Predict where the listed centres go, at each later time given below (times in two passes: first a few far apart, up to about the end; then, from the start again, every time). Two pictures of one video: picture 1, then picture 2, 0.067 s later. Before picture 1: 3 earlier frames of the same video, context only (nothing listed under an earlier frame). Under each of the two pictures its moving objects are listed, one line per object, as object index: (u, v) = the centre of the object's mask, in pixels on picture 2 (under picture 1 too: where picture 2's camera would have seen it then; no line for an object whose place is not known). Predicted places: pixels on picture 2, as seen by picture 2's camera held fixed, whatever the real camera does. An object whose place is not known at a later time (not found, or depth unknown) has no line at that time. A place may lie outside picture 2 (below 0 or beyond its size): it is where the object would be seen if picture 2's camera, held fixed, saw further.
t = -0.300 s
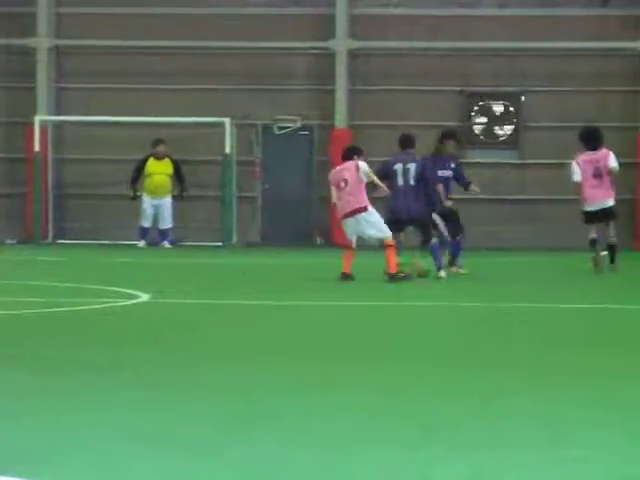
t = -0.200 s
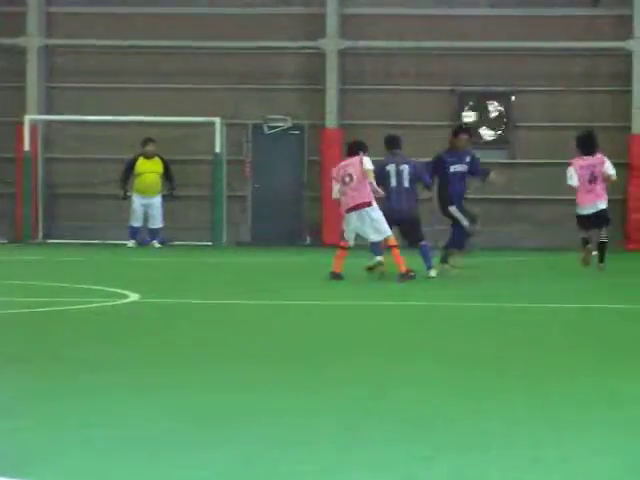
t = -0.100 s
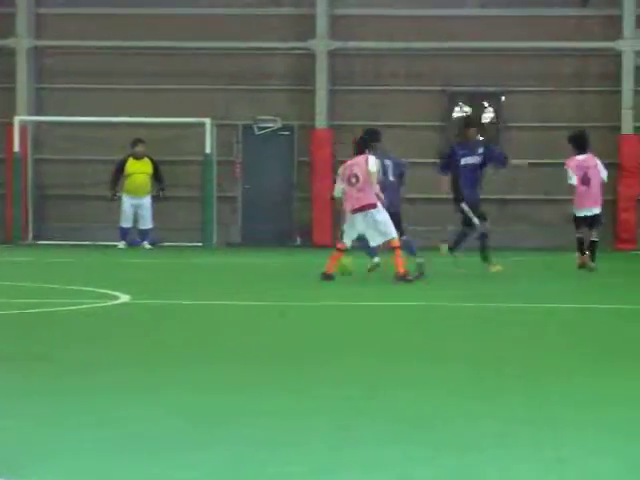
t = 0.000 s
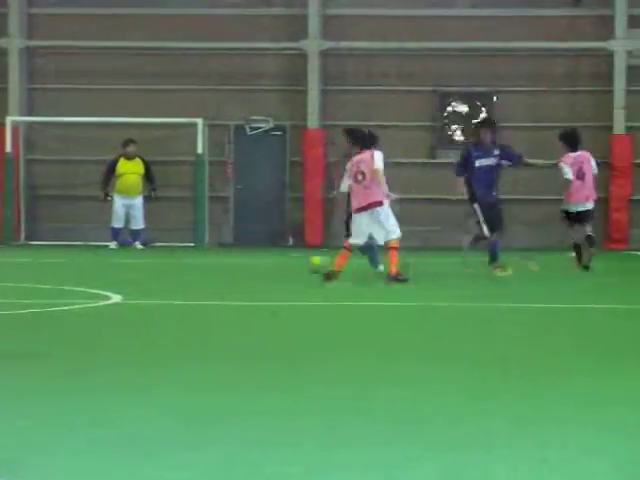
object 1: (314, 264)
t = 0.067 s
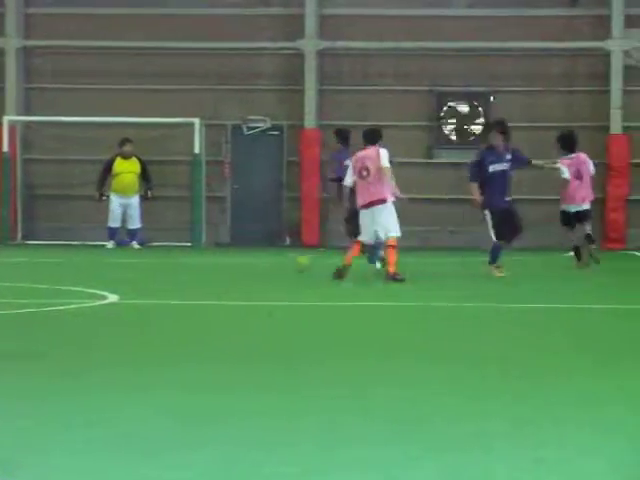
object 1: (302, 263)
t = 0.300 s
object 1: (264, 261)
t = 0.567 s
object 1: (224, 259)
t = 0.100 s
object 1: (295, 262)
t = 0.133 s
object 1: (290, 262)
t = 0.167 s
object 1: (285, 262)
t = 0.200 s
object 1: (279, 263)
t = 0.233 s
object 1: (274, 261)
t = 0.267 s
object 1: (268, 261)
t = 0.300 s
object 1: (264, 261)
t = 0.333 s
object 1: (259, 261)
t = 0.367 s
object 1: (253, 260)
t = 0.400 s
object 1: (248, 260)
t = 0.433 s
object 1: (244, 260)
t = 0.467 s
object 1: (239, 260)
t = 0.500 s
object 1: (234, 259)
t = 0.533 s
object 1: (228, 260)
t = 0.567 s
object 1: (224, 259)
